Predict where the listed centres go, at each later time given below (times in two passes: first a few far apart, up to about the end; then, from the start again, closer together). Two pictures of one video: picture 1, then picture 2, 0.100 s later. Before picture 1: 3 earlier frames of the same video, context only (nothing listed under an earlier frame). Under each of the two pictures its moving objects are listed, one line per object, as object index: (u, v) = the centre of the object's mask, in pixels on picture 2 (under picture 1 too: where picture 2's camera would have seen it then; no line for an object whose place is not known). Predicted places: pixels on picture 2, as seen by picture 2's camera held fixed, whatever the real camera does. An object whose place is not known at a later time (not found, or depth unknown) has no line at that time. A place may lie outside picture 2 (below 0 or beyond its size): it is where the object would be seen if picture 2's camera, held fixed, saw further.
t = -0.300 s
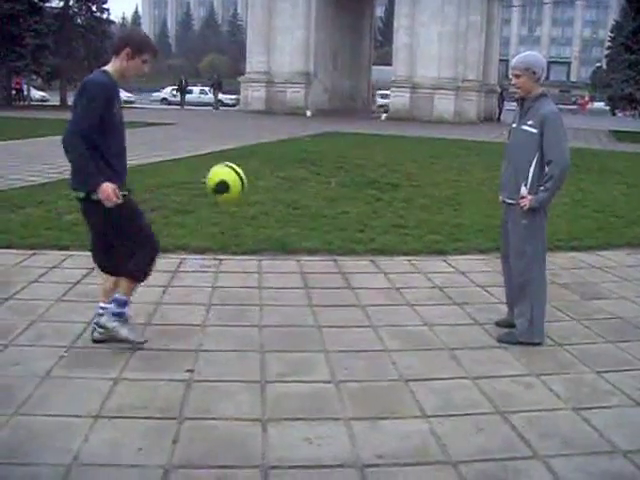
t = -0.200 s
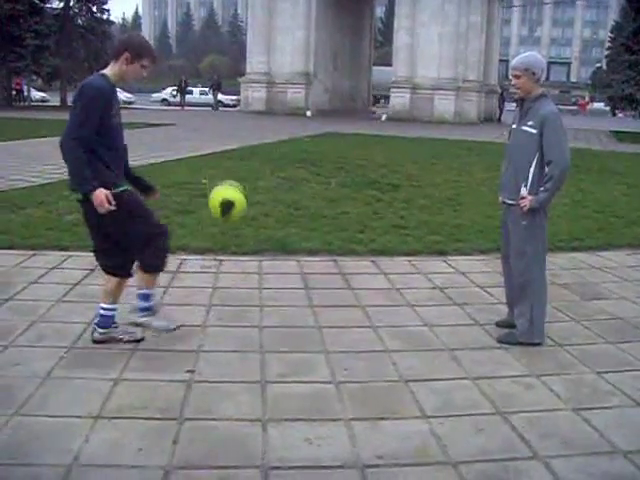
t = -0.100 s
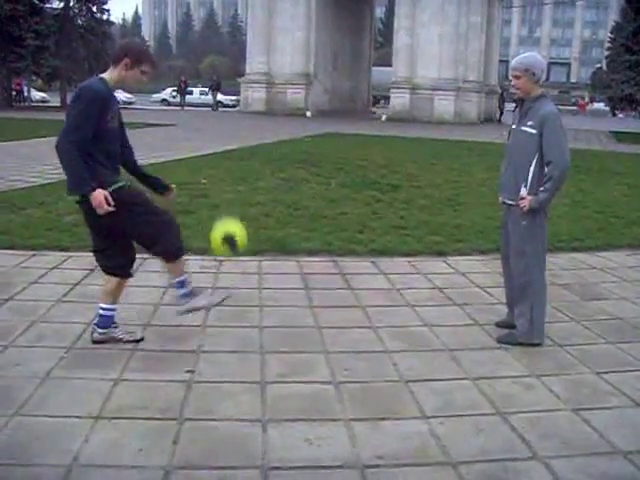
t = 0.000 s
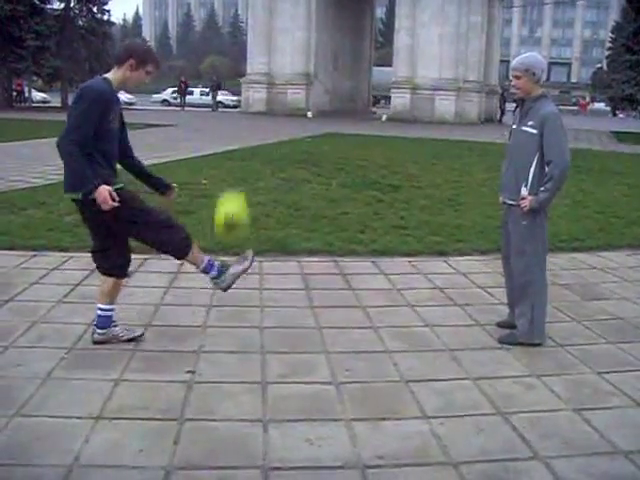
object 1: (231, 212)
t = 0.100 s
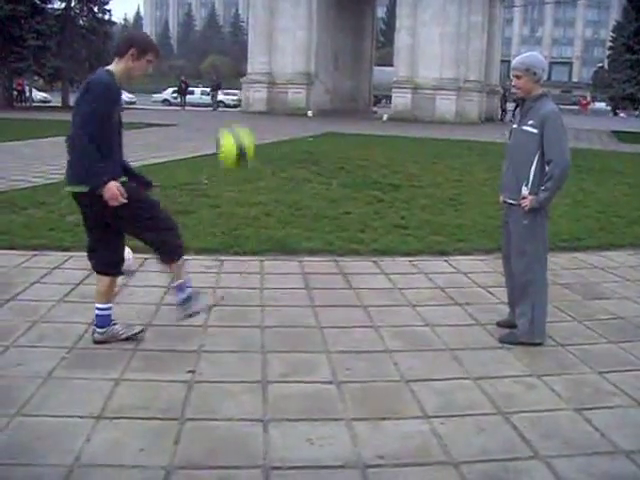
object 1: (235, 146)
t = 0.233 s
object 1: (238, 86)
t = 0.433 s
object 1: (241, 53)
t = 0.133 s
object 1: (235, 129)
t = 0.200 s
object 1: (238, 98)
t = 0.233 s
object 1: (238, 86)
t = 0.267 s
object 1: (239, 75)
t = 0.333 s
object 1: (241, 59)
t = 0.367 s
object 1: (241, 56)
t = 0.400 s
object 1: (241, 53)
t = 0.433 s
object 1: (241, 53)
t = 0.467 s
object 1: (242, 54)
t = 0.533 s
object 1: (243, 61)
